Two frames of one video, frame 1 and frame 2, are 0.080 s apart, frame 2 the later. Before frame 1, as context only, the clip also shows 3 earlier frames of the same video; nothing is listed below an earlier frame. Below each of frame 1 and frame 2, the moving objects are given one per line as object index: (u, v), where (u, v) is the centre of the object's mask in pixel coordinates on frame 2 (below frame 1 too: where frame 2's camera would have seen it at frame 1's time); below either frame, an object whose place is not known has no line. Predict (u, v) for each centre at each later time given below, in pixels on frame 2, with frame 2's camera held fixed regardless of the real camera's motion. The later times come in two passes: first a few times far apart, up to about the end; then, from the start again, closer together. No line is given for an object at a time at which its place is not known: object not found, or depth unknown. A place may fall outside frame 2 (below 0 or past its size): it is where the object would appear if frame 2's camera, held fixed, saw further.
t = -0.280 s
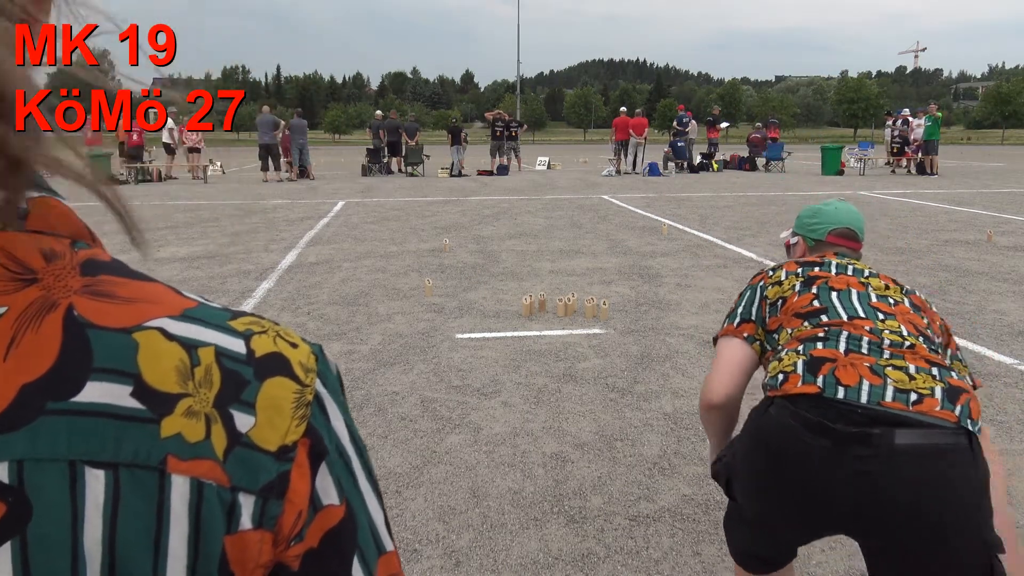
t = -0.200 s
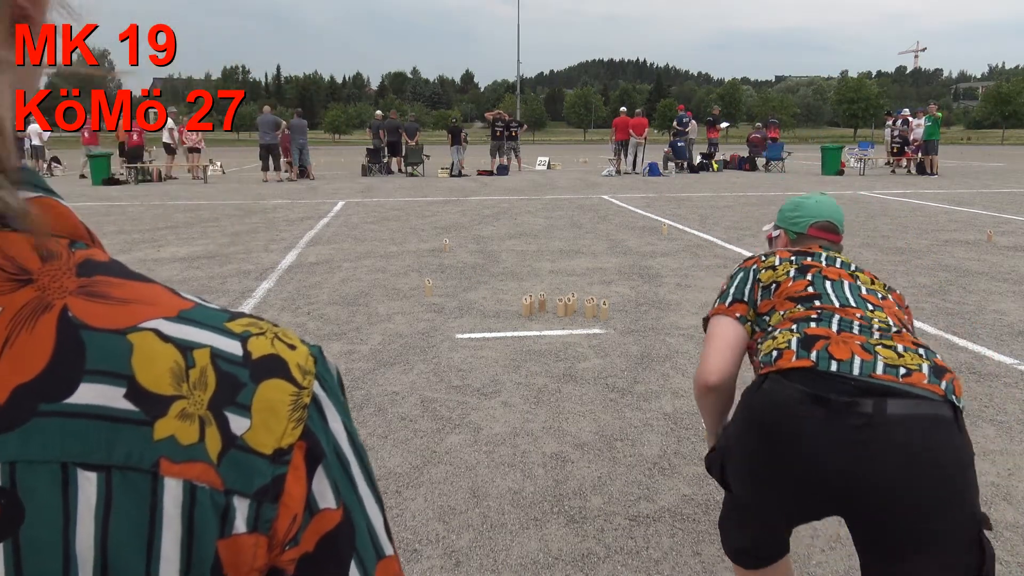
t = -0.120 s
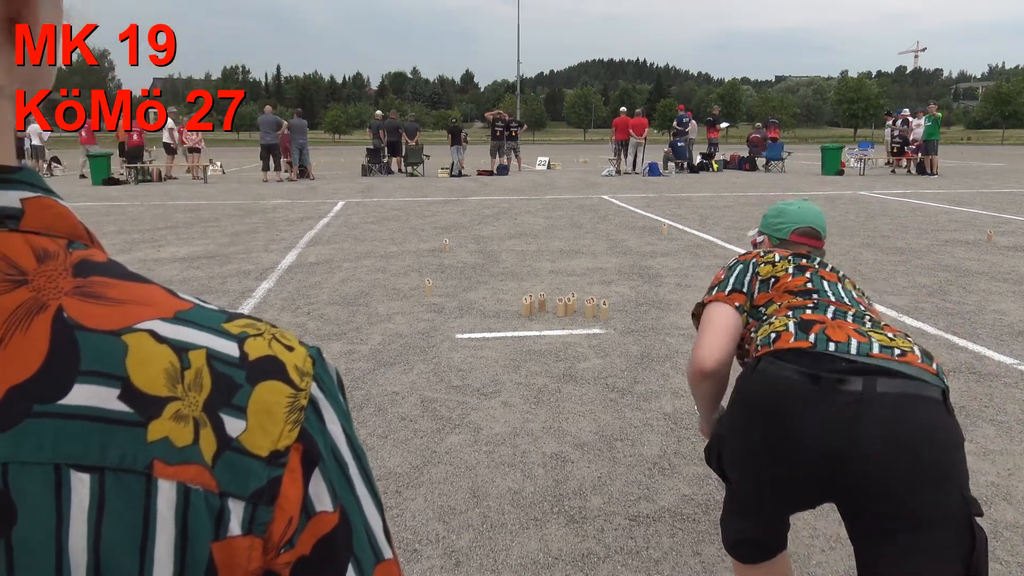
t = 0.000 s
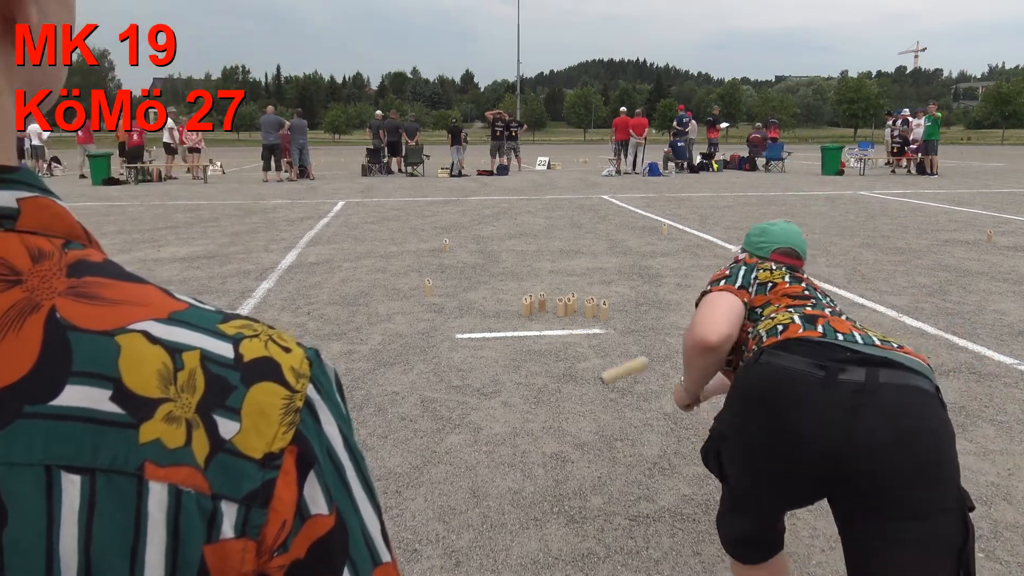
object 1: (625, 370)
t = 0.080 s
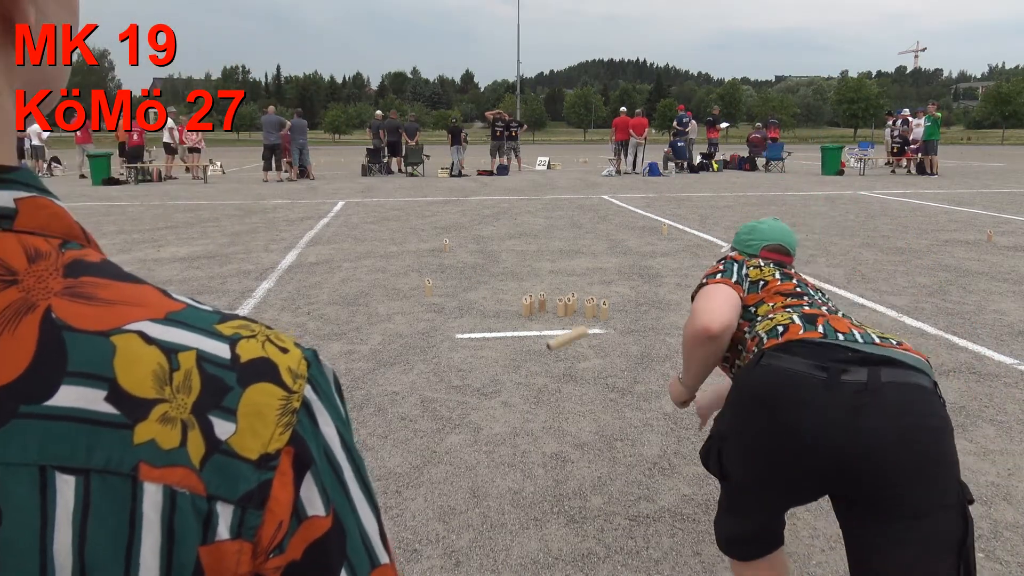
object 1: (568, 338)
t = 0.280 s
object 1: (475, 327)
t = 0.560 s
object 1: (418, 290)
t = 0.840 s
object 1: (399, 279)
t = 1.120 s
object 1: (388, 276)
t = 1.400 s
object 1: (388, 275)
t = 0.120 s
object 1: (544, 329)
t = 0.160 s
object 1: (523, 324)
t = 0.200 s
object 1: (505, 322)
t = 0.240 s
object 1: (490, 322)
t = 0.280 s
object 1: (475, 327)
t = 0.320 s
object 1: (464, 321)
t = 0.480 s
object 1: (426, 293)
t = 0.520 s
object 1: (423, 291)
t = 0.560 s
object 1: (418, 290)
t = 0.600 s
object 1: (414, 288)
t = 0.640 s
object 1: (410, 285)
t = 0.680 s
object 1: (408, 284)
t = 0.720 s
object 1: (407, 283)
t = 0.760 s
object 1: (404, 281)
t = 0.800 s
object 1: (401, 281)
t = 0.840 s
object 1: (399, 279)
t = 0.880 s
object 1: (396, 279)
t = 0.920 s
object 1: (395, 278)
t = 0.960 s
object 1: (393, 277)
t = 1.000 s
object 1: (391, 277)
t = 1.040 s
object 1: (390, 277)
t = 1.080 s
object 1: (388, 276)
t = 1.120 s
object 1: (388, 276)
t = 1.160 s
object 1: (389, 275)
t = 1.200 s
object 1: (389, 275)
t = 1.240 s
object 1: (388, 275)
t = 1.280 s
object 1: (388, 275)
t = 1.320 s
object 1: (388, 275)
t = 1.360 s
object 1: (388, 275)
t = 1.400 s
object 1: (388, 275)
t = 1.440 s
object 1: (388, 275)
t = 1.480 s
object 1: (388, 275)
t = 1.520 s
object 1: (388, 275)
